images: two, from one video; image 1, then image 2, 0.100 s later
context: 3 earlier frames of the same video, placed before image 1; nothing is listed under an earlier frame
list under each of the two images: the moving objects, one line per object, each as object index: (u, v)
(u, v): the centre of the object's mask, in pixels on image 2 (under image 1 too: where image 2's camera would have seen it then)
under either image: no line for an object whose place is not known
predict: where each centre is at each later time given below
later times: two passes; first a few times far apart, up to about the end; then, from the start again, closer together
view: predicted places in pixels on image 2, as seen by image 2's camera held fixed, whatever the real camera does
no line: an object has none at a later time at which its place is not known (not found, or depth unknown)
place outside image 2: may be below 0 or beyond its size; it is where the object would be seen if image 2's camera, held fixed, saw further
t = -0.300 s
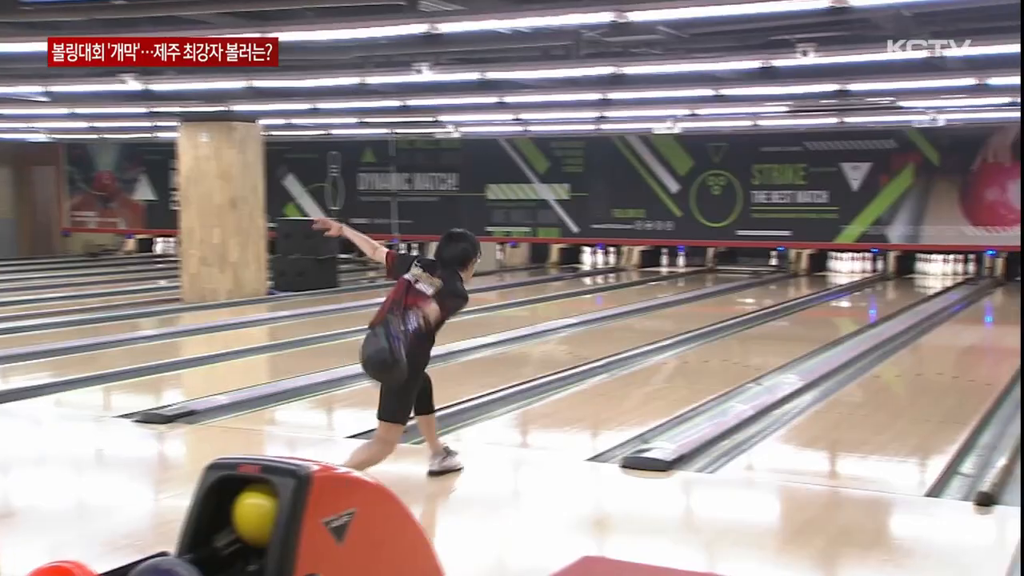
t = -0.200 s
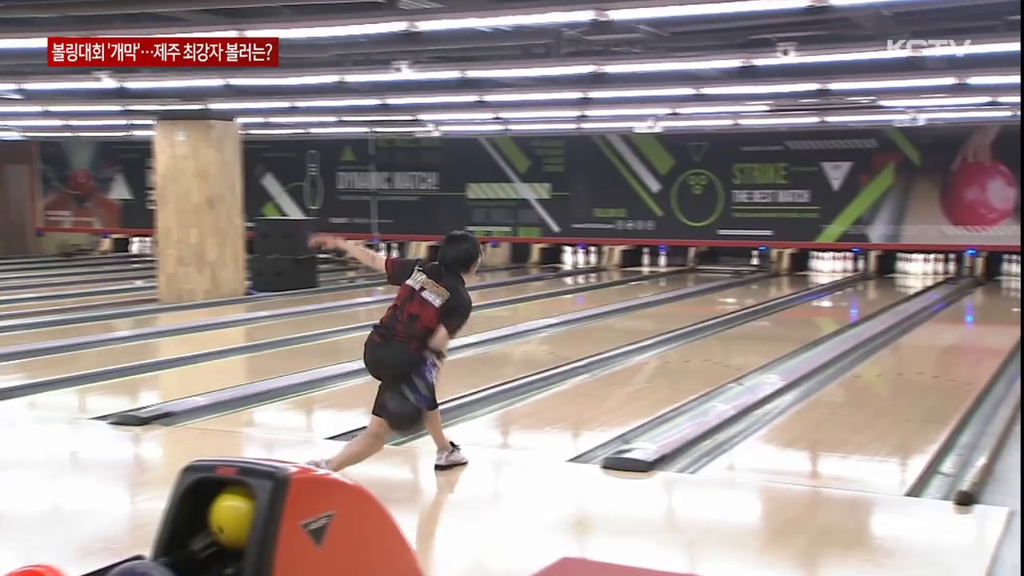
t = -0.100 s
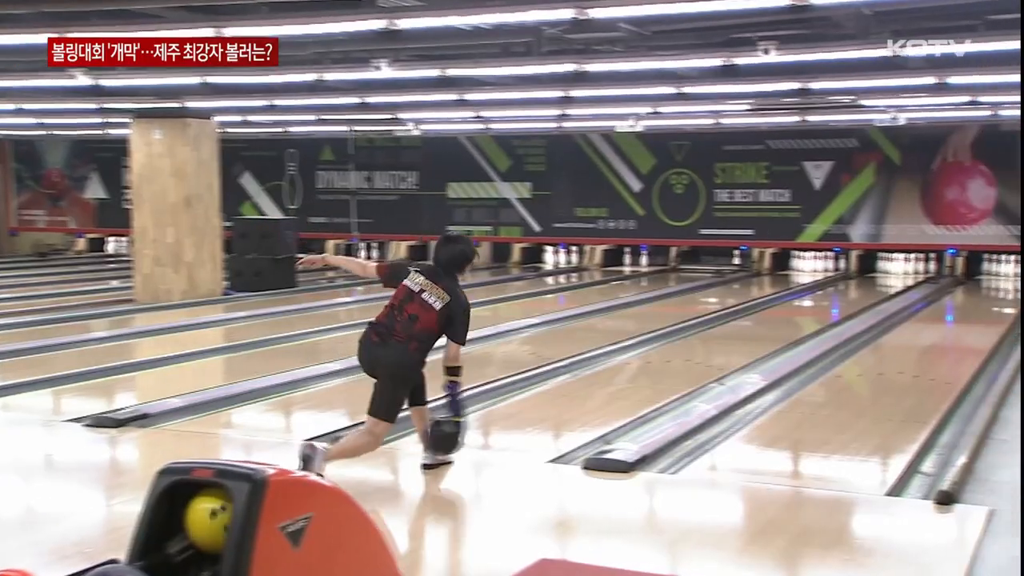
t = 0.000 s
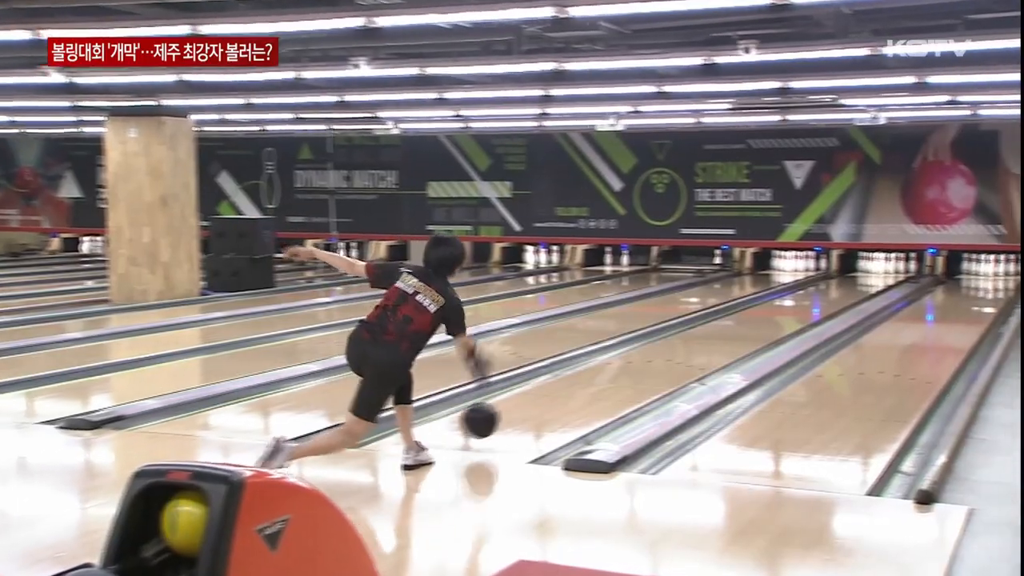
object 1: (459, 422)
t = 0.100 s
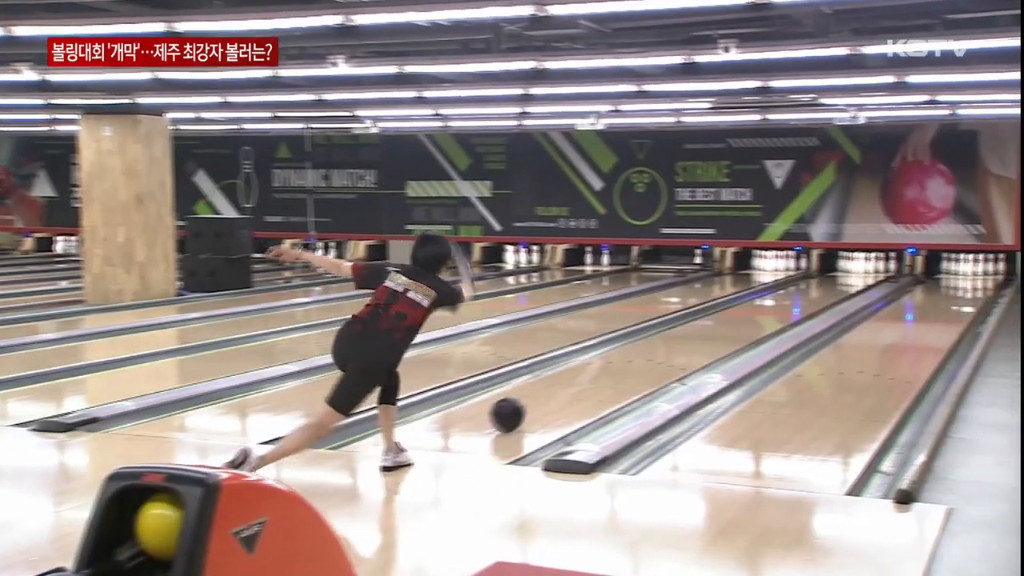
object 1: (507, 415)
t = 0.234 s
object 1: (561, 395)
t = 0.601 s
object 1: (666, 354)
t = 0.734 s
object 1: (694, 343)
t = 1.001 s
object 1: (740, 325)
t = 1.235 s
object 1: (771, 313)
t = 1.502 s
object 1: (800, 301)
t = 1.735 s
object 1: (820, 293)
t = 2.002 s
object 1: (838, 285)
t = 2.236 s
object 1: (849, 279)
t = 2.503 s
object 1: (858, 273)
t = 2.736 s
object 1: (863, 269)
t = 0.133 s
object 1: (522, 409)
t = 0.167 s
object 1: (536, 404)
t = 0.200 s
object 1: (549, 399)
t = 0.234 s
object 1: (561, 395)
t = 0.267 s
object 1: (573, 390)
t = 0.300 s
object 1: (584, 385)
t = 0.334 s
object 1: (595, 381)
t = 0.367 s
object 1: (605, 377)
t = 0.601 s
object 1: (666, 354)
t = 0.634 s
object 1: (673, 351)
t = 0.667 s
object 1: (680, 348)
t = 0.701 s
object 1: (687, 346)
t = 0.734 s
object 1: (694, 343)
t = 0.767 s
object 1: (701, 341)
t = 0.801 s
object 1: (707, 338)
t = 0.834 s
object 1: (712, 336)
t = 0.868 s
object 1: (718, 334)
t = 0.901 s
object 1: (724, 331)
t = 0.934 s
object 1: (729, 329)
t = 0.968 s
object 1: (735, 327)
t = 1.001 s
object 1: (740, 325)
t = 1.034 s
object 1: (744, 323)
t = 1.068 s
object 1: (750, 321)
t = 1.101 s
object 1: (754, 320)
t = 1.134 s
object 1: (759, 318)
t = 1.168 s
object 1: (763, 316)
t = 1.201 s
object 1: (767, 314)
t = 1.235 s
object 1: (771, 313)
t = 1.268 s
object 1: (775, 311)
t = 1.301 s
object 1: (779, 309)
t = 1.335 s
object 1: (783, 308)
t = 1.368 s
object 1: (787, 307)
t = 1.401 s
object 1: (790, 305)
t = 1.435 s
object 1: (794, 304)
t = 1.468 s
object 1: (797, 303)
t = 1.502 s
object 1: (800, 301)
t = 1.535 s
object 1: (803, 300)
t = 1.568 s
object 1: (806, 299)
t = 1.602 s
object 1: (810, 297)
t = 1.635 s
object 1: (812, 296)
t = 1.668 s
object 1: (815, 295)
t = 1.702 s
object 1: (818, 294)
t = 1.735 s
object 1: (820, 293)
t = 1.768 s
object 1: (823, 291)
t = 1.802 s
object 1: (825, 290)
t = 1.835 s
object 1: (828, 289)
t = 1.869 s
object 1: (829, 288)
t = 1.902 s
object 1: (832, 288)
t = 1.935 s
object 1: (834, 287)
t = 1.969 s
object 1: (836, 286)
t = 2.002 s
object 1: (838, 285)
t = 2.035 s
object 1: (840, 284)
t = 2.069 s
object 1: (841, 283)
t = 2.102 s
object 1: (843, 282)
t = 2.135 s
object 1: (845, 281)
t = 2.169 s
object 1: (846, 281)
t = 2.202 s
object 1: (847, 280)
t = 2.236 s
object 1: (849, 279)
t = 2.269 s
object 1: (850, 278)
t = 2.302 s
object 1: (851, 277)
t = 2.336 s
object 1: (853, 277)
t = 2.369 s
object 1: (854, 276)
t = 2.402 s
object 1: (856, 275)
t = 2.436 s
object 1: (856, 274)
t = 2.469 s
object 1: (857, 274)
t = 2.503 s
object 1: (858, 273)
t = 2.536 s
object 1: (859, 273)
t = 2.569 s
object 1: (859, 272)
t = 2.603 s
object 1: (860, 271)
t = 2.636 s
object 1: (861, 270)
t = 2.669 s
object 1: (862, 270)
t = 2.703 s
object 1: (862, 269)
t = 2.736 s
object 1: (863, 269)
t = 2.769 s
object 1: (863, 269)
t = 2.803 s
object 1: (863, 268)
